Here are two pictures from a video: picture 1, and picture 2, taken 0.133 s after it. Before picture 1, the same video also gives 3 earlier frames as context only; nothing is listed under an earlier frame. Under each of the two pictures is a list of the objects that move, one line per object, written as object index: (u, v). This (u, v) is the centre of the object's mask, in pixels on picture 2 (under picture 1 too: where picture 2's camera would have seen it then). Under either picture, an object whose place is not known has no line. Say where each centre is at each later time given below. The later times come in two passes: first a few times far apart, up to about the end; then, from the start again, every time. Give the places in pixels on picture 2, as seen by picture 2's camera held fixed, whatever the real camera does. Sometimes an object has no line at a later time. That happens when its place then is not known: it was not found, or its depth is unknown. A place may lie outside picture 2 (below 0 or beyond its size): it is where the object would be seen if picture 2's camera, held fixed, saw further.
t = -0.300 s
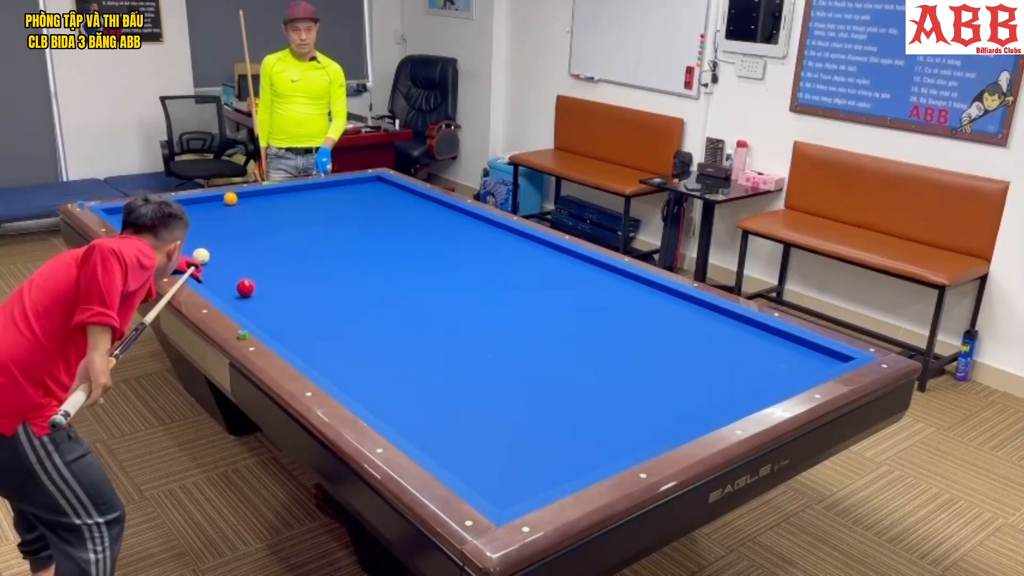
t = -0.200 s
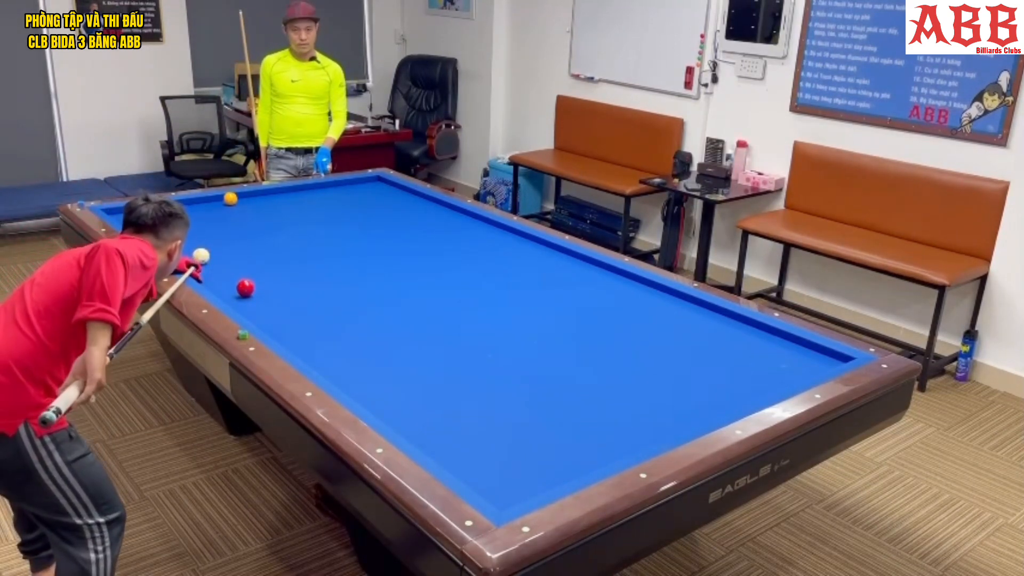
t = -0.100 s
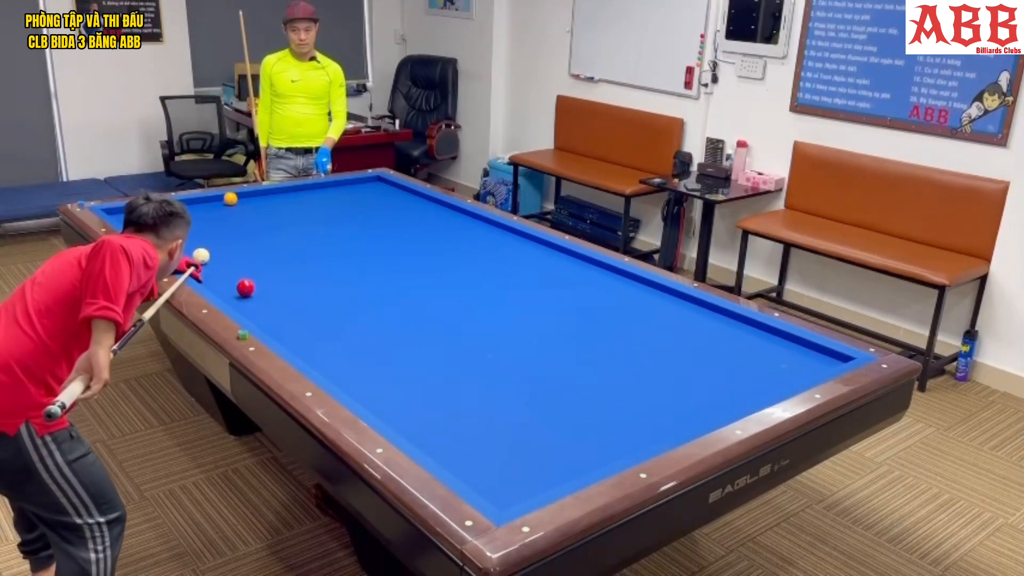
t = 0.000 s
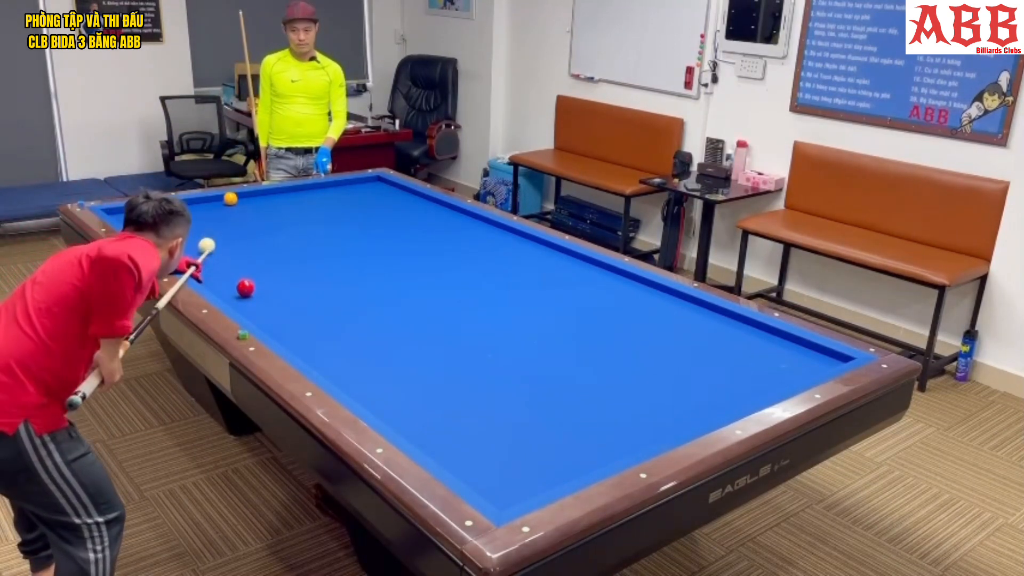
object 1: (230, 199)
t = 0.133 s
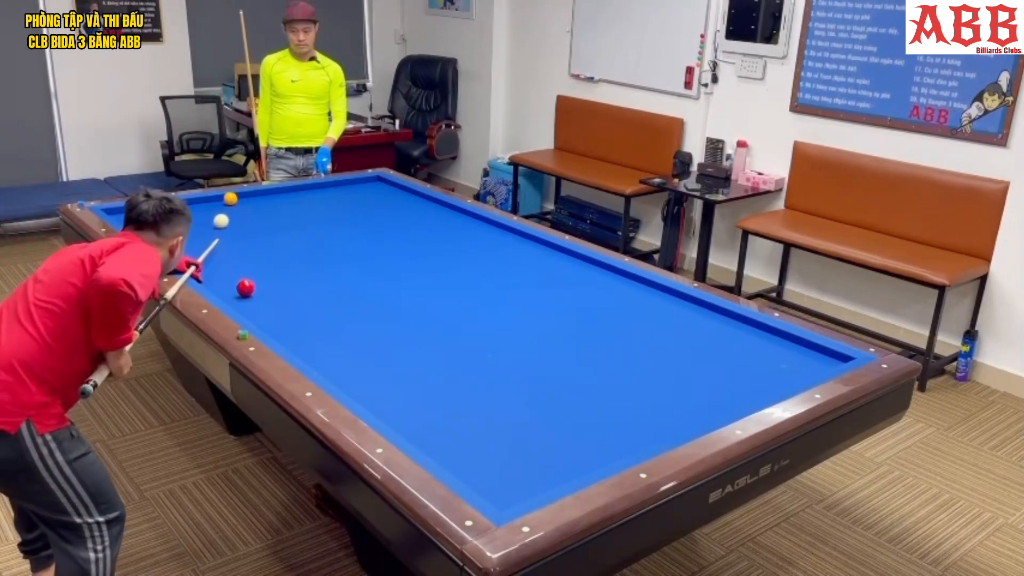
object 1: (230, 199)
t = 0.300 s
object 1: (228, 195)
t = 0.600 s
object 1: (246, 213)
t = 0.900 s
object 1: (259, 230)
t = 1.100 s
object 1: (268, 243)
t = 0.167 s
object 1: (230, 199)
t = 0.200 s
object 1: (231, 198)
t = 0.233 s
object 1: (231, 197)
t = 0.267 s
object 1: (229, 196)
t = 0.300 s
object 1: (228, 195)
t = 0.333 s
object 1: (233, 198)
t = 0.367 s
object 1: (237, 200)
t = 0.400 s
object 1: (238, 202)
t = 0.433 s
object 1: (239, 204)
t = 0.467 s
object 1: (240, 206)
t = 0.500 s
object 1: (242, 208)
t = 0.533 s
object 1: (243, 210)
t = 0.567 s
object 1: (245, 212)
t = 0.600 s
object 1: (246, 213)
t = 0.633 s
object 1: (247, 215)
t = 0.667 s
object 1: (249, 217)
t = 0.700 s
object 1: (250, 219)
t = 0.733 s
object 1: (251, 221)
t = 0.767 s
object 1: (253, 223)
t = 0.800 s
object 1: (254, 224)
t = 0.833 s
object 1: (256, 226)
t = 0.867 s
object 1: (257, 228)
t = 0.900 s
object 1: (259, 230)
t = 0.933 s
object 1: (260, 232)
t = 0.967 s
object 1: (262, 234)
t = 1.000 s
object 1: (263, 236)
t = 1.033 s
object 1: (265, 238)
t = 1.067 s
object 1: (267, 240)
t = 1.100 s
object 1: (268, 243)
